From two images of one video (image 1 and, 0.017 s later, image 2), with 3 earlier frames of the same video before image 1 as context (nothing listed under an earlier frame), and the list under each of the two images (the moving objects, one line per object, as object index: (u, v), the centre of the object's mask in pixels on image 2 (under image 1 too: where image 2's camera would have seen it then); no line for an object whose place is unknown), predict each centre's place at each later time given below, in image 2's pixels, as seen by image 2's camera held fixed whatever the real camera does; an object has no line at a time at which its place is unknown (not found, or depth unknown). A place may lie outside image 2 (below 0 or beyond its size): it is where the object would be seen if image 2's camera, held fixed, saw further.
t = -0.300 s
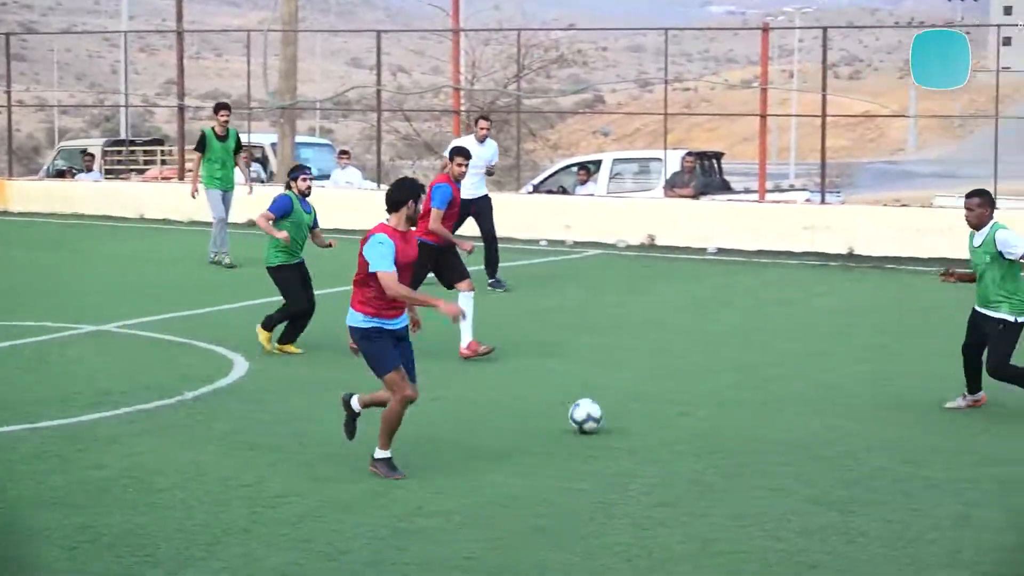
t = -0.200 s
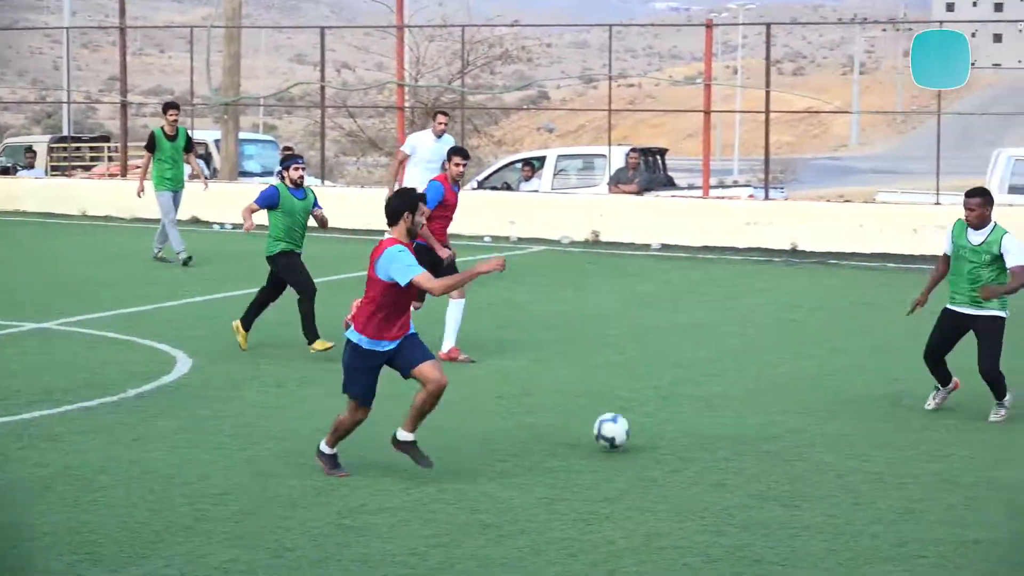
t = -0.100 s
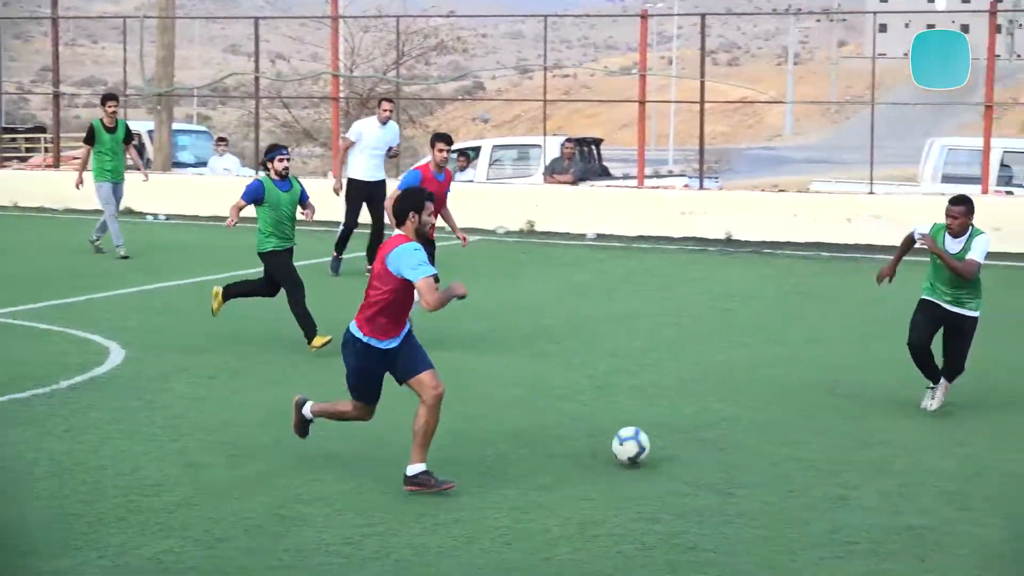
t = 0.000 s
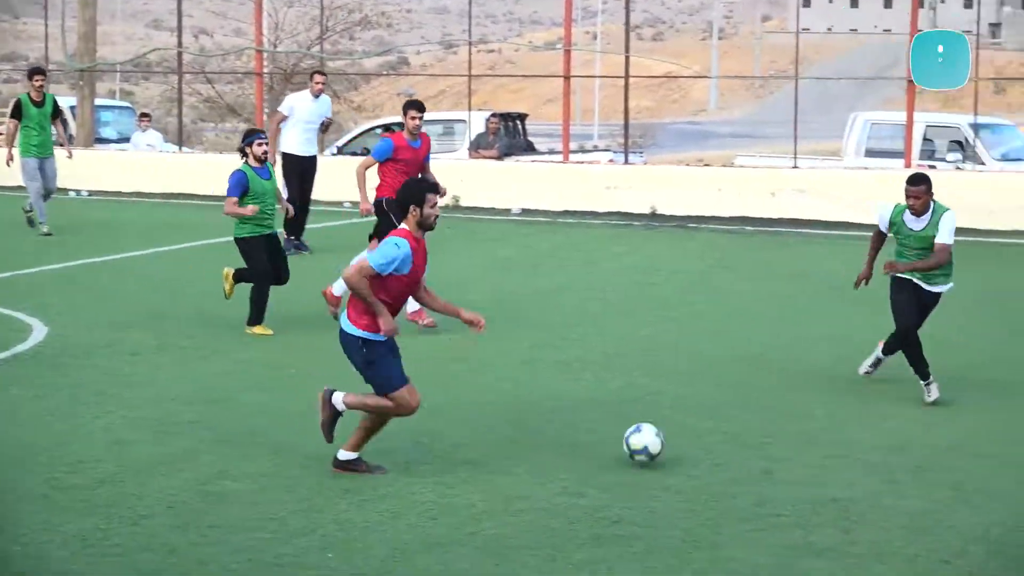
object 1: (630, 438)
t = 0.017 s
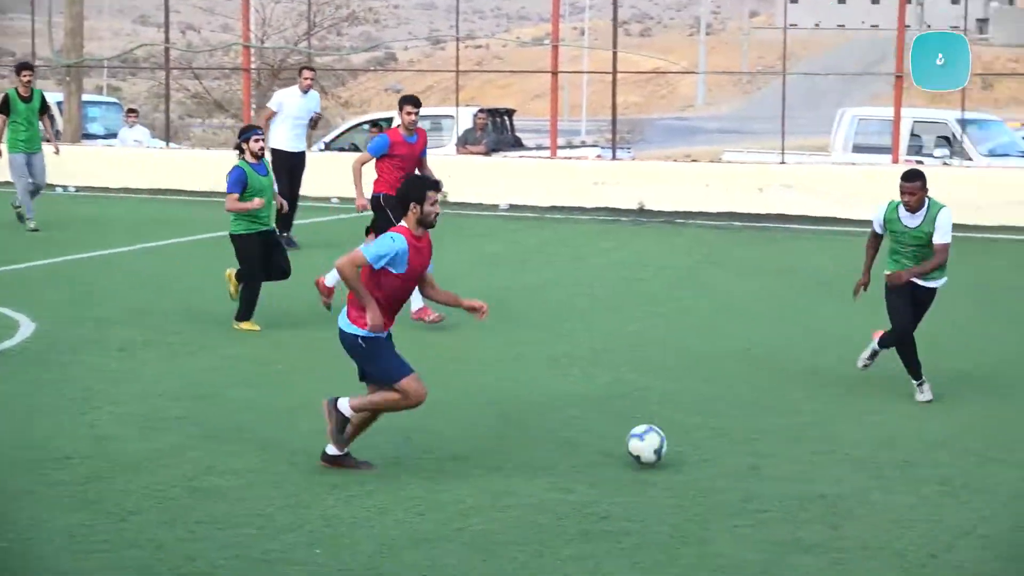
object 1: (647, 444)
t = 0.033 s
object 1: (662, 452)
